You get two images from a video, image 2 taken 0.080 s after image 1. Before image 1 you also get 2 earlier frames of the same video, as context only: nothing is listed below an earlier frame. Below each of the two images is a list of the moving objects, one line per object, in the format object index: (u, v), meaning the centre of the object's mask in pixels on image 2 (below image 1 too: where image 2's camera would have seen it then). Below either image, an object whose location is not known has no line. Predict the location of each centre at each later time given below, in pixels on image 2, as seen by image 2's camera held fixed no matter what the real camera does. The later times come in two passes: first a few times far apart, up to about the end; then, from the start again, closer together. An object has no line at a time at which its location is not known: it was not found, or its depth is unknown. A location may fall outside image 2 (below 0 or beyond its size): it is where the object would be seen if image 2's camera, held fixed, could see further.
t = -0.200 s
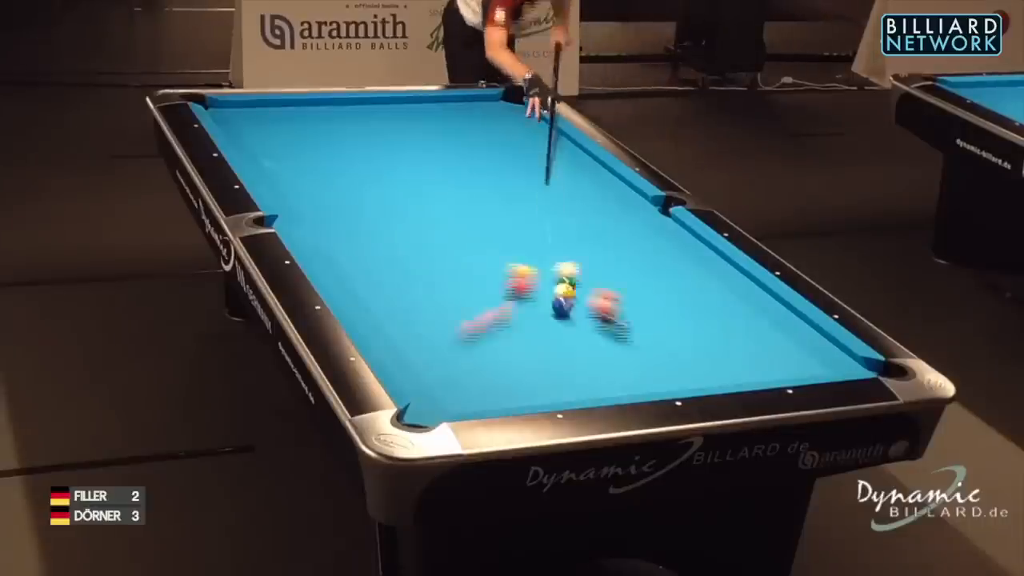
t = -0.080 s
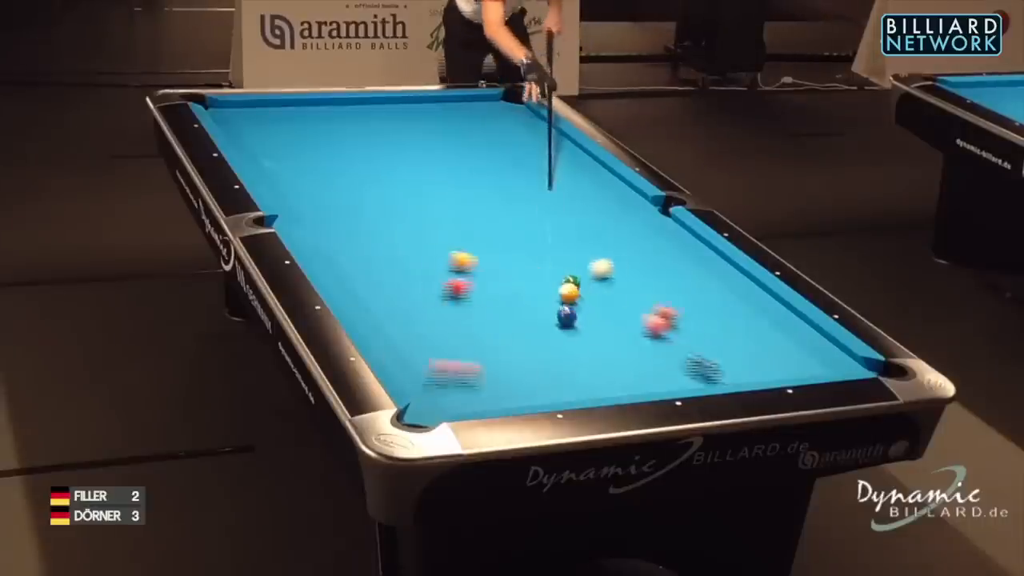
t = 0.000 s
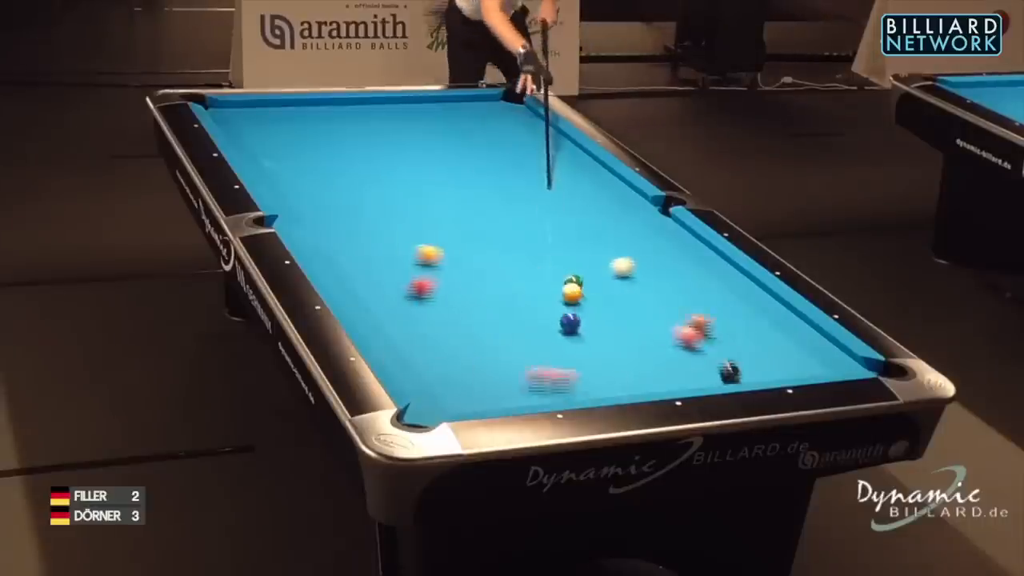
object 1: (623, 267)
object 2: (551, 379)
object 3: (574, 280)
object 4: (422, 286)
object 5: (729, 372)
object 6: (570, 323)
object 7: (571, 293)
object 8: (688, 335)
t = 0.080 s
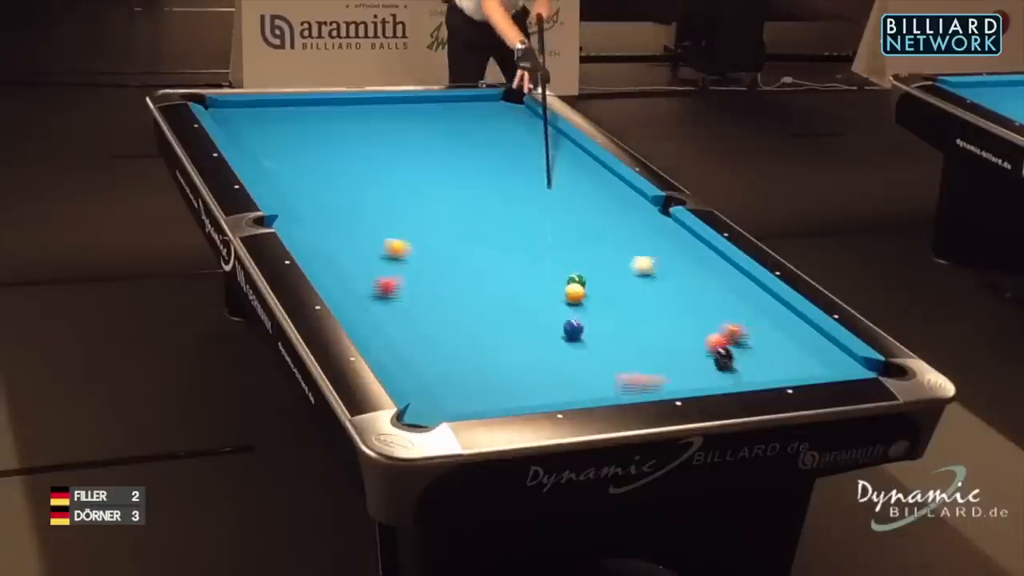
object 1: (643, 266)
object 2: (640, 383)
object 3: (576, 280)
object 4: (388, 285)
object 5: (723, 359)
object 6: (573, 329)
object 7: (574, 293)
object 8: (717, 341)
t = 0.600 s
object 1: (681, 249)
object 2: (797, 365)
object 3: (590, 278)
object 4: (420, 261)
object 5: (741, 332)
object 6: (595, 370)
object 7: (588, 293)
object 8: (730, 294)
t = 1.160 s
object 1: (583, 226)
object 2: (785, 334)
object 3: (599, 278)
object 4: (515, 231)
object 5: (536, 309)
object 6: (590, 381)
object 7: (593, 293)
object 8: (621, 284)
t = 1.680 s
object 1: (557, 199)
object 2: (695, 304)
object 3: (552, 265)
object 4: (529, 218)
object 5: (357, 288)
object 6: (560, 360)
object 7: (586, 296)
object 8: (599, 286)
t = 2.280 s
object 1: (556, 168)
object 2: (605, 273)
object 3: (507, 252)
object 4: (518, 212)
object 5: (408, 270)
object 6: (531, 340)
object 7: (571, 301)
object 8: (591, 288)
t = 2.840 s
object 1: (556, 145)
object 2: (535, 250)
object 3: (474, 241)
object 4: (512, 210)
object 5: (473, 256)
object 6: (509, 327)
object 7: (561, 306)
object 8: (591, 288)
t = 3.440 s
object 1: (546, 127)
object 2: (470, 227)
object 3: (446, 233)
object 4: (512, 209)
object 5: (528, 245)
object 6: (495, 317)
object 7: (560, 307)
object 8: (591, 287)
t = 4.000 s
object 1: (521, 116)
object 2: (420, 210)
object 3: (428, 227)
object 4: (512, 209)
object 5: (571, 235)
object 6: (488, 312)
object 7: (559, 307)
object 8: (591, 288)
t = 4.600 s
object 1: (499, 108)
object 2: (375, 196)
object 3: (416, 223)
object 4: (512, 209)
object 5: (607, 226)
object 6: (485, 310)
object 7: (559, 307)
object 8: (591, 288)
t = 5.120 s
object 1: (485, 102)
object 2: (343, 185)
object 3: (411, 221)
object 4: (512, 209)
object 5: (633, 220)
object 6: (485, 310)
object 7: (559, 307)
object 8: (591, 288)
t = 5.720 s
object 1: (474, 98)
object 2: (315, 175)
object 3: (411, 221)
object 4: (512, 209)
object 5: (654, 214)
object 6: (485, 310)
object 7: (559, 307)
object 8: (591, 288)
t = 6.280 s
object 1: (472, 99)
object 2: (295, 169)
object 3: (411, 221)
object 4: (512, 209)
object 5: (657, 211)
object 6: (485, 310)
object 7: (559, 307)
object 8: (591, 288)
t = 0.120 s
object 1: (653, 265)
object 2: (679, 383)
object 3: (578, 279)
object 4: (370, 285)
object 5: (728, 363)
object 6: (574, 331)
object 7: (576, 293)
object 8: (725, 335)
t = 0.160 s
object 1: (663, 264)
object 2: (706, 377)
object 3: (579, 279)
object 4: (353, 285)
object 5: (732, 366)
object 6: (576, 335)
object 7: (577, 293)
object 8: (731, 328)
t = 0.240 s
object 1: (683, 262)
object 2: (730, 376)
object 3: (581, 279)
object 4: (348, 282)
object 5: (764, 360)
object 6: (579, 341)
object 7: (579, 293)
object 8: (745, 315)
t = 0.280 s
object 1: (692, 260)
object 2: (736, 377)
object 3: (582, 279)
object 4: (357, 280)
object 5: (783, 354)
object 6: (581, 345)
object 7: (580, 293)
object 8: (753, 310)
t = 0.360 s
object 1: (711, 259)
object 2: (750, 375)
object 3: (584, 278)
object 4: (374, 275)
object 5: (818, 343)
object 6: (584, 351)
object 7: (582, 293)
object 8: (769, 302)
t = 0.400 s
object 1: (719, 258)
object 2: (758, 373)
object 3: (585, 278)
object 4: (382, 272)
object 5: (821, 342)
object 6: (586, 354)
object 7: (583, 293)
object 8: (773, 299)
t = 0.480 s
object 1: (704, 255)
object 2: (774, 370)
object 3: (587, 278)
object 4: (398, 267)
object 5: (788, 337)
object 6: (589, 360)
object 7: (585, 293)
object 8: (755, 297)
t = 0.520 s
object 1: (696, 253)
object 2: (782, 369)
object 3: (588, 278)
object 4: (406, 265)
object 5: (771, 334)
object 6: (591, 364)
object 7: (586, 293)
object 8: (745, 296)
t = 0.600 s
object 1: (681, 249)
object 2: (797, 365)
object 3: (590, 278)
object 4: (420, 261)
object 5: (741, 332)
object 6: (595, 370)
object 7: (588, 293)
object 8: (730, 294)
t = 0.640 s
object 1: (673, 248)
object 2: (804, 364)
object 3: (591, 278)
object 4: (428, 258)
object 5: (726, 330)
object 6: (596, 374)
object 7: (588, 293)
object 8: (722, 294)
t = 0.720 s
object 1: (659, 244)
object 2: (818, 360)
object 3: (592, 278)
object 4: (442, 254)
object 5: (696, 326)
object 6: (600, 381)
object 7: (589, 293)
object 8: (705, 292)
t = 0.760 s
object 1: (652, 243)
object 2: (825, 358)
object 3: (593, 278)
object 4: (450, 251)
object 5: (681, 325)
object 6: (601, 383)
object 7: (590, 293)
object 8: (698, 291)
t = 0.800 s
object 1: (645, 241)
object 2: (832, 355)
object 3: (594, 278)
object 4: (456, 250)
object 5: (667, 324)
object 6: (603, 387)
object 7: (590, 293)
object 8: (690, 291)
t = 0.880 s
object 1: (631, 237)
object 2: (841, 353)
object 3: (595, 278)
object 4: (470, 245)
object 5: (637, 320)
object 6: (606, 390)
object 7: (591, 293)
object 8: (673, 289)
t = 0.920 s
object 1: (624, 236)
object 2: (833, 349)
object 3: (596, 278)
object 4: (477, 244)
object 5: (622, 319)
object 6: (605, 390)
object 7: (592, 293)
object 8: (666, 288)
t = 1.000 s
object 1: (610, 233)
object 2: (816, 344)
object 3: (597, 278)
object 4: (490, 239)
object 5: (593, 315)
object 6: (600, 388)
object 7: (592, 293)
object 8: (651, 286)
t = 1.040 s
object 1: (603, 231)
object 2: (808, 342)
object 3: (598, 278)
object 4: (496, 238)
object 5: (578, 313)
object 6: (597, 387)
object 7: (593, 293)
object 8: (643, 285)
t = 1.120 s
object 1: (589, 228)
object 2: (793, 337)
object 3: (599, 278)
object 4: (510, 233)
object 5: (550, 310)
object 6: (592, 383)
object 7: (593, 293)
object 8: (628, 284)
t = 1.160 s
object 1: (583, 226)
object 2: (785, 334)
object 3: (599, 278)
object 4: (515, 231)
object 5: (536, 309)
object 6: (590, 381)
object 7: (593, 293)
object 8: (621, 284)
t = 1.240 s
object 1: (570, 224)
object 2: (770, 329)
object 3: (591, 276)
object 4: (527, 227)
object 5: (507, 306)
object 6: (584, 378)
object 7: (593, 293)
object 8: (615, 285)
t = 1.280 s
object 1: (563, 222)
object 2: (763, 327)
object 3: (587, 275)
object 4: (533, 226)
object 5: (493, 304)
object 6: (582, 376)
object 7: (593, 293)
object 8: (612, 285)
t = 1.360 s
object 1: (556, 218)
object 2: (748, 322)
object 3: (580, 274)
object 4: (539, 223)
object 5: (465, 301)
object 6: (577, 373)
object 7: (593, 293)
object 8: (609, 286)
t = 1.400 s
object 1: (557, 216)
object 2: (742, 320)
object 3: (576, 273)
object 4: (536, 222)
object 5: (451, 300)
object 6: (575, 371)
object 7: (593, 293)
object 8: (607, 286)
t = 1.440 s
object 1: (557, 213)
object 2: (735, 317)
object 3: (573, 272)
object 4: (535, 222)
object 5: (437, 297)
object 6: (573, 370)
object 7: (592, 294)
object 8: (606, 286)
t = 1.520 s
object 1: (557, 208)
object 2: (721, 312)
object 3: (566, 270)
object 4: (533, 220)
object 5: (410, 294)
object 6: (568, 366)
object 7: (590, 294)
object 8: (604, 286)
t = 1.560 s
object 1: (557, 206)
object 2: (714, 310)
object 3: (562, 268)
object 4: (532, 220)
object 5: (397, 292)
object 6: (566, 364)
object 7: (589, 295)
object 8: (602, 286)
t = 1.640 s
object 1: (557, 201)
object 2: (701, 306)
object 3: (555, 266)
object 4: (530, 219)
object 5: (370, 289)
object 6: (562, 361)
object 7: (587, 296)
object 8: (600, 286)
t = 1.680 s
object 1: (557, 199)
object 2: (695, 304)
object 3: (552, 265)
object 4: (529, 218)
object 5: (357, 288)
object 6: (560, 360)
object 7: (586, 296)
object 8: (599, 286)
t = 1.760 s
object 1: (557, 195)
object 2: (682, 299)
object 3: (545, 263)
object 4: (527, 217)
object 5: (338, 284)
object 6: (555, 357)
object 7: (583, 297)
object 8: (597, 287)
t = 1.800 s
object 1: (557, 192)
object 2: (676, 297)
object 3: (542, 263)
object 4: (526, 217)
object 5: (344, 284)
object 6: (553, 356)
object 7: (582, 298)
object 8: (597, 287)
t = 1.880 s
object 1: (557, 188)
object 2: (663, 293)
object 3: (536, 261)
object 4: (525, 216)
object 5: (355, 282)
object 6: (549, 353)
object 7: (580, 298)
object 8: (595, 287)
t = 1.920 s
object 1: (556, 186)
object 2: (657, 291)
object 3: (533, 260)
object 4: (524, 216)
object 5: (361, 280)
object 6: (546, 352)
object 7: (579, 299)
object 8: (595, 287)
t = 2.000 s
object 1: (556, 182)
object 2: (645, 286)
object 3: (527, 258)
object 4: (522, 215)
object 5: (372, 278)
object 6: (543, 349)
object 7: (577, 300)
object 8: (593, 287)
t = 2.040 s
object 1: (556, 180)
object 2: (639, 284)
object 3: (524, 257)
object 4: (522, 214)
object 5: (378, 277)
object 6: (541, 348)
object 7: (576, 300)
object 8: (593, 287)
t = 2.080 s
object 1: (556, 178)
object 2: (633, 282)
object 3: (521, 256)
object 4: (521, 214)
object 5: (383, 276)
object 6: (539, 346)
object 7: (575, 300)
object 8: (592, 288)
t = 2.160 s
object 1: (556, 174)
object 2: (622, 279)
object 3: (515, 255)
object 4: (520, 213)
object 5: (393, 274)
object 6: (535, 344)
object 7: (574, 301)
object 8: (592, 288)
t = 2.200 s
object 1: (556, 172)
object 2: (617, 277)
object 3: (513, 254)
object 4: (519, 213)
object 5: (399, 272)
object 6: (534, 343)
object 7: (573, 301)
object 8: (591, 288)
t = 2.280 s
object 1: (556, 168)
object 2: (605, 273)
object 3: (507, 252)
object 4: (518, 212)
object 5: (408, 270)
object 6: (531, 340)
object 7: (571, 301)
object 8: (591, 288)
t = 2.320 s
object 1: (556, 167)
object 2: (600, 271)
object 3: (505, 252)
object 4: (517, 212)
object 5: (414, 269)
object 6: (529, 339)
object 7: (570, 302)
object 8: (591, 288)
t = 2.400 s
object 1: (556, 163)
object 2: (589, 268)
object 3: (499, 250)
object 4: (516, 212)
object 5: (423, 267)
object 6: (525, 337)
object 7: (567, 305)
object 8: (591, 288)
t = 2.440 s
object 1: (556, 161)
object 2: (584, 266)
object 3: (497, 249)
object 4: (516, 212)
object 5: (428, 266)
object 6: (524, 336)
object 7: (566, 306)
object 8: (591, 288)
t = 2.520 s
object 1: (556, 158)
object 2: (574, 263)
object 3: (492, 247)
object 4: (515, 211)
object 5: (437, 265)
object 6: (522, 334)
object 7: (566, 304)
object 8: (591, 287)
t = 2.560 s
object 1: (556, 156)
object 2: (569, 261)
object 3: (489, 247)
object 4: (515, 211)
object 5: (442, 263)
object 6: (520, 333)
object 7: (564, 305)
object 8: (591, 287)
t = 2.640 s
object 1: (556, 153)
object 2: (559, 257)
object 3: (485, 245)
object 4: (514, 210)
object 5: (451, 262)
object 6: (517, 331)
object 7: (563, 305)
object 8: (591, 287)
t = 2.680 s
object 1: (556, 151)
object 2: (554, 256)
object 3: (482, 244)
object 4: (514, 210)
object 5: (455, 261)
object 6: (515, 330)
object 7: (562, 306)
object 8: (591, 287)
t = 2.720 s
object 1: (555, 150)
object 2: (549, 254)
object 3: (480, 244)
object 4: (513, 210)
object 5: (460, 260)
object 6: (513, 329)
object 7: (561, 306)
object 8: (591, 287)
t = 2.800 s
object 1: (556, 147)
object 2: (539, 251)
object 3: (476, 242)
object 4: (513, 210)
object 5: (468, 259)
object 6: (512, 328)
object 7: (562, 306)
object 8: (591, 288)
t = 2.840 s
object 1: (556, 145)
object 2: (535, 250)
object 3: (474, 241)
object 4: (512, 210)
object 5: (473, 256)
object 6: (509, 327)
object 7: (561, 306)
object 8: (591, 288)
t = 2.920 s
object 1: (555, 142)
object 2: (526, 246)
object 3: (469, 240)
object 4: (512, 209)
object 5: (481, 256)
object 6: (507, 326)
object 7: (561, 306)
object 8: (591, 287)
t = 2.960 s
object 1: (556, 141)
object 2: (521, 245)
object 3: (467, 240)
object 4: (512, 209)
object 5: (485, 255)
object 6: (507, 325)
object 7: (560, 306)
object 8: (591, 287)
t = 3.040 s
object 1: (555, 138)
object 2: (513, 242)
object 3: (464, 238)
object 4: (512, 209)
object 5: (492, 253)
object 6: (505, 323)
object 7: (560, 306)
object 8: (591, 288)
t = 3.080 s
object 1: (555, 136)
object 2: (508, 240)
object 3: (462, 238)
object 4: (512, 209)
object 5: (496, 253)
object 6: (504, 322)
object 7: (560, 307)
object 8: (591, 288)
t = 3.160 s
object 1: (555, 134)
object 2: (499, 236)
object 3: (458, 236)
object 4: (512, 209)
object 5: (504, 251)
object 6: (502, 321)
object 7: (560, 307)
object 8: (591, 287)
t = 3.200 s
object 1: (554, 132)
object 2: (495, 235)
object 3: (456, 236)
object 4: (512, 209)
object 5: (508, 250)
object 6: (501, 320)
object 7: (560, 307)
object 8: (591, 287)
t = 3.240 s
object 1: (555, 131)
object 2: (491, 234)
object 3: (454, 235)
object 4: (512, 209)
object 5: (512, 249)
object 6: (500, 319)
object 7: (560, 307)
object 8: (591, 287)
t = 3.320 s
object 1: (552, 129)
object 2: (483, 232)
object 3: (451, 234)
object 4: (512, 209)
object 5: (519, 247)
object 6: (498, 318)
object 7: (560, 307)
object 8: (591, 287)
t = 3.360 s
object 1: (550, 128)
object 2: (479, 231)
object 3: (449, 234)
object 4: (512, 209)
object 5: (522, 247)
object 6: (497, 318)
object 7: (560, 307)
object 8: (591, 288)
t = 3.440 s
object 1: (546, 127)
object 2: (470, 227)
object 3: (446, 233)
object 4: (512, 209)
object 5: (528, 245)
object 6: (495, 317)
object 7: (560, 307)
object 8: (591, 287)
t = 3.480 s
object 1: (544, 126)
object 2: (467, 226)
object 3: (445, 233)
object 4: (512, 209)
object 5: (532, 244)
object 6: (495, 316)
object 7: (560, 307)
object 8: (591, 287)
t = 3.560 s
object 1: (540, 124)
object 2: (459, 224)
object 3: (442, 231)
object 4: (512, 209)
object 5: (539, 242)
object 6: (493, 315)
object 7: (559, 307)
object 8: (591, 287)
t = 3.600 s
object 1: (538, 123)
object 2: (456, 222)
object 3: (440, 231)
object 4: (512, 209)
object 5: (542, 242)
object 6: (493, 315)
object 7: (559, 307)
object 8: (591, 287)
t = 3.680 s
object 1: (535, 122)
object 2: (449, 219)
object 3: (437, 230)
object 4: (512, 209)
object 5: (548, 240)
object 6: (491, 314)
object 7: (559, 306)
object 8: (591, 288)
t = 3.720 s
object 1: (533, 121)
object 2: (445, 217)
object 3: (436, 229)
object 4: (512, 209)
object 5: (551, 240)
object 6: (491, 314)
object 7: (559, 307)
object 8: (591, 288)
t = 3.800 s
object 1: (529, 119)
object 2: (438, 214)
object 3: (434, 229)
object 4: (512, 209)
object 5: (557, 238)
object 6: (490, 313)
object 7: (559, 306)
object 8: (591, 288)
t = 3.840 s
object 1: (528, 119)
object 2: (434, 213)
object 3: (432, 228)
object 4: (512, 209)
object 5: (560, 238)
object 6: (489, 313)
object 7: (559, 307)
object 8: (591, 287)
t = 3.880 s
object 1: (526, 118)
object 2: (431, 212)
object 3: (431, 228)
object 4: (512, 209)
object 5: (563, 237)
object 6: (489, 313)
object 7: (559, 307)
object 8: (591, 287)
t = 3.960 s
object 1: (523, 117)
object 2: (423, 210)
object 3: (429, 227)
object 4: (512, 209)
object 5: (568, 236)
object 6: (488, 312)
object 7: (559, 307)
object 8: (591, 287)
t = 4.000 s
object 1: (521, 116)
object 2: (420, 210)
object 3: (428, 227)
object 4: (512, 209)
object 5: (571, 235)
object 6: (488, 312)
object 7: (559, 307)
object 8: (591, 288)
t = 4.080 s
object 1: (518, 115)
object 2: (413, 208)
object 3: (426, 226)
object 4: (512, 209)
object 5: (577, 234)
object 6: (487, 311)
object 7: (559, 307)
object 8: (591, 287)
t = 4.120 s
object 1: (516, 114)
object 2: (410, 207)
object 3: (425, 226)
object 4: (512, 209)
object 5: (579, 233)
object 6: (487, 311)
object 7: (559, 307)
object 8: (591, 287)
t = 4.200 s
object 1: (513, 113)
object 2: (404, 205)
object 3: (423, 225)
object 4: (512, 209)
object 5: (584, 232)
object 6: (486, 310)
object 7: (559, 307)
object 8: (591, 287)
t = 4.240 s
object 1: (512, 112)
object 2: (401, 204)
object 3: (422, 225)
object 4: (512, 209)
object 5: (587, 231)
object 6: (485, 310)
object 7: (559, 307)
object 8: (591, 287)
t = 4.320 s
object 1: (509, 111)
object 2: (395, 202)
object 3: (420, 224)
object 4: (512, 209)
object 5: (592, 230)
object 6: (485, 310)
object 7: (559, 307)
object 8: (591, 287)
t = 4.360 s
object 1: (507, 111)
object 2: (392, 201)
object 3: (420, 224)
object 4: (512, 209)
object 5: (594, 230)
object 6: (485, 310)
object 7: (559, 307)
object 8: (591, 288)
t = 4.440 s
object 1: (504, 110)
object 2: (386, 199)
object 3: (418, 224)
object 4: (512, 209)
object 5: (599, 228)
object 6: (485, 310)
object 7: (559, 307)
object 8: (591, 287)
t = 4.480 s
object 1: (504, 109)
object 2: (383, 198)
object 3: (417, 223)
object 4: (512, 209)
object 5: (601, 228)
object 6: (485, 310)
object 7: (559, 307)
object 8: (591, 288)
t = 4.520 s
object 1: (502, 109)
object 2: (380, 197)
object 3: (417, 223)
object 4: (512, 209)
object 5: (603, 227)
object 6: (485, 310)
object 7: (559, 307)
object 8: (591, 288)
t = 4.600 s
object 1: (499, 108)
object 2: (375, 196)
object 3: (416, 223)
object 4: (512, 209)
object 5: (607, 226)
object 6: (485, 310)
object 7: (559, 307)
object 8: (591, 288)
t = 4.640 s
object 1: (498, 107)
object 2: (372, 194)
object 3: (415, 223)
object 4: (512, 209)
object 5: (610, 226)
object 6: (485, 310)
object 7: (559, 307)
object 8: (591, 288)
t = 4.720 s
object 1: (496, 106)
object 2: (367, 193)
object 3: (414, 222)
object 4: (512, 209)
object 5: (613, 225)
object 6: (485, 310)
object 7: (559, 307)
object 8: (591, 288)
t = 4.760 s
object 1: (494, 106)
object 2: (364, 192)
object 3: (414, 222)
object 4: (512, 209)
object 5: (616, 224)
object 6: (485, 310)
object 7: (559, 307)
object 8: (591, 288)
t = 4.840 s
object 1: (493, 105)
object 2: (359, 190)
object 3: (413, 221)
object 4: (512, 209)
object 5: (620, 223)
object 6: (484, 310)
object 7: (559, 307)
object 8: (591, 288)
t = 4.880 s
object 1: (491, 104)
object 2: (357, 189)
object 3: (412, 221)
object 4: (512, 209)
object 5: (621, 222)
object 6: (484, 310)
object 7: (559, 307)
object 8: (591, 287)
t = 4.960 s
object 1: (489, 104)
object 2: (352, 188)
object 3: (412, 221)
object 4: (512, 209)
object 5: (625, 222)
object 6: (484, 310)
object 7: (559, 307)
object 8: (591, 288)
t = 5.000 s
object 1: (488, 104)
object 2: (350, 187)
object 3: (411, 221)
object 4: (512, 209)
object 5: (627, 221)
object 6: (484, 310)
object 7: (559, 307)
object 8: (591, 287)
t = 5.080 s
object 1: (486, 103)
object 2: (345, 186)
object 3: (411, 221)
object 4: (512, 209)
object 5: (631, 220)
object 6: (484, 310)
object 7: (559, 307)
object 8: (591, 288)
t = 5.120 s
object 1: (485, 102)
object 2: (343, 185)
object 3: (411, 221)
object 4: (512, 209)
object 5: (633, 220)
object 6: (485, 310)
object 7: (559, 307)
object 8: (591, 288)
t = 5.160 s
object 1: (485, 102)
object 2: (341, 184)
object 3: (411, 221)
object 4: (512, 209)
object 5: (634, 220)
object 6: (485, 310)
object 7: (559, 307)
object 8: (591, 288)
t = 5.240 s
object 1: (483, 101)
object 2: (337, 183)
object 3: (411, 221)
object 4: (512, 209)
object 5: (637, 219)
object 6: (485, 310)
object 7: (559, 307)
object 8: (591, 288)
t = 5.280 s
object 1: (482, 101)
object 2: (335, 182)
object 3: (411, 221)
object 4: (512, 209)
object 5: (639, 219)
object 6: (485, 310)
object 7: (559, 307)
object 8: (591, 288)
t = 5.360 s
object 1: (480, 100)
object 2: (331, 181)
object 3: (411, 221)
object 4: (512, 209)
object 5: (642, 218)
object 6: (485, 310)
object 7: (559, 307)
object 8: (591, 288)
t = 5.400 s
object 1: (479, 100)
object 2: (329, 180)
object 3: (411, 221)
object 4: (512, 209)
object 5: (643, 217)
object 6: (484, 310)
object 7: (559, 307)
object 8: (591, 288)
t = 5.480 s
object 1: (478, 100)
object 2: (326, 178)
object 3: (411, 221)
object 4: (512, 209)
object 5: (646, 217)
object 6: (484, 310)
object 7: (559, 307)
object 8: (591, 288)
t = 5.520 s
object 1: (477, 99)
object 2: (324, 178)
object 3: (411, 221)
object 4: (512, 209)
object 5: (647, 216)
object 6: (484, 310)
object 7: (559, 307)
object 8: (591, 288)
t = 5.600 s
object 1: (476, 99)
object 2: (319, 177)
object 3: (411, 221)
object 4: (512, 209)
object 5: (650, 216)
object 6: (485, 310)
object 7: (559, 307)
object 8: (591, 288)
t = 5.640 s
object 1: (475, 99)
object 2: (318, 176)
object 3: (411, 221)
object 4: (512, 209)
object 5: (651, 215)
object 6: (485, 310)
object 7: (559, 307)
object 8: (591, 288)
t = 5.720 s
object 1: (474, 98)
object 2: (315, 175)
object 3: (411, 221)
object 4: (512, 209)
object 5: (654, 214)
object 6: (485, 310)
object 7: (559, 307)
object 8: (591, 288)
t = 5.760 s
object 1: (473, 98)
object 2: (313, 175)
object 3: (411, 221)
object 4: (512, 209)
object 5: (655, 214)
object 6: (485, 310)
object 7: (559, 307)
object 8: (591, 288)
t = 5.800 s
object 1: (472, 98)
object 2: (311, 174)
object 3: (411, 221)
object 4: (512, 209)
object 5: (657, 213)
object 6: (485, 310)
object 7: (559, 307)
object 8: (591, 288)
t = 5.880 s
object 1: (472, 98)
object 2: (309, 173)
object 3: (411, 221)
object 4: (512, 209)
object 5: (660, 212)
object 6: (485, 310)
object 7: (559, 307)
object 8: (591, 288)
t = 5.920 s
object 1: (472, 98)
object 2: (307, 172)
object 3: (411, 221)
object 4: (512, 209)
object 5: (660, 212)
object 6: (485, 310)
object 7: (559, 307)
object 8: (591, 288)
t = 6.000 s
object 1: (472, 98)
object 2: (304, 172)
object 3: (411, 221)
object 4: (512, 209)
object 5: (662, 211)
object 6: (485, 310)
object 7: (559, 307)
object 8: (591, 288)
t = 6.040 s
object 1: (472, 98)
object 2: (303, 171)
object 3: (411, 221)
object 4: (512, 209)
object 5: (662, 211)
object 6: (484, 310)
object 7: (559, 307)
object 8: (591, 288)
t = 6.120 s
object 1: (472, 99)
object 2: (300, 171)
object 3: (411, 221)
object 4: (512, 209)
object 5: (660, 211)
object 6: (485, 310)
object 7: (559, 307)
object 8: (591, 288)
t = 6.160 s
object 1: (472, 99)
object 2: (299, 170)
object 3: (411, 221)
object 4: (512, 209)
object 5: (660, 211)
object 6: (485, 310)
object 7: (559, 307)
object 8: (591, 288)
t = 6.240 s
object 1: (472, 99)
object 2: (296, 170)
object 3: (411, 221)
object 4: (512, 209)
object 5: (658, 211)
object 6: (485, 310)
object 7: (559, 307)
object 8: (591, 288)
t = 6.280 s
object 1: (472, 99)
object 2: (295, 169)
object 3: (411, 221)
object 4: (512, 209)
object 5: (657, 211)
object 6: (485, 310)
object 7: (559, 307)
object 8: (591, 288)
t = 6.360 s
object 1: (472, 99)
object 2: (293, 168)
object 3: (411, 221)
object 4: (512, 209)
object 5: (656, 211)
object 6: (484, 310)
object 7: (559, 307)
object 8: (591, 288)
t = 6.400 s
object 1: (472, 99)
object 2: (292, 168)
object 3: (411, 221)
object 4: (512, 209)
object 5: (657, 210)
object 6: (484, 310)
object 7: (559, 307)
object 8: (591, 287)
